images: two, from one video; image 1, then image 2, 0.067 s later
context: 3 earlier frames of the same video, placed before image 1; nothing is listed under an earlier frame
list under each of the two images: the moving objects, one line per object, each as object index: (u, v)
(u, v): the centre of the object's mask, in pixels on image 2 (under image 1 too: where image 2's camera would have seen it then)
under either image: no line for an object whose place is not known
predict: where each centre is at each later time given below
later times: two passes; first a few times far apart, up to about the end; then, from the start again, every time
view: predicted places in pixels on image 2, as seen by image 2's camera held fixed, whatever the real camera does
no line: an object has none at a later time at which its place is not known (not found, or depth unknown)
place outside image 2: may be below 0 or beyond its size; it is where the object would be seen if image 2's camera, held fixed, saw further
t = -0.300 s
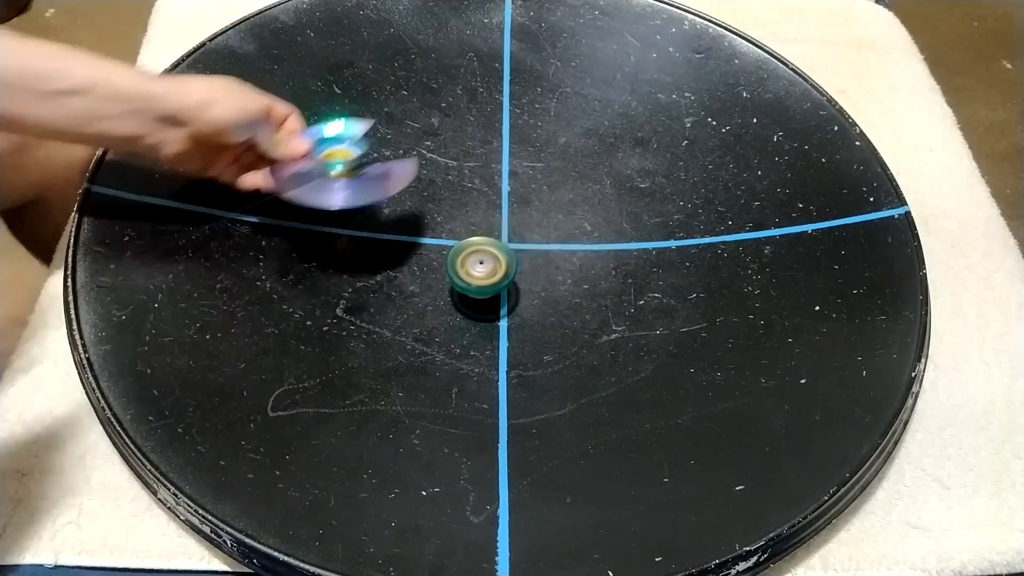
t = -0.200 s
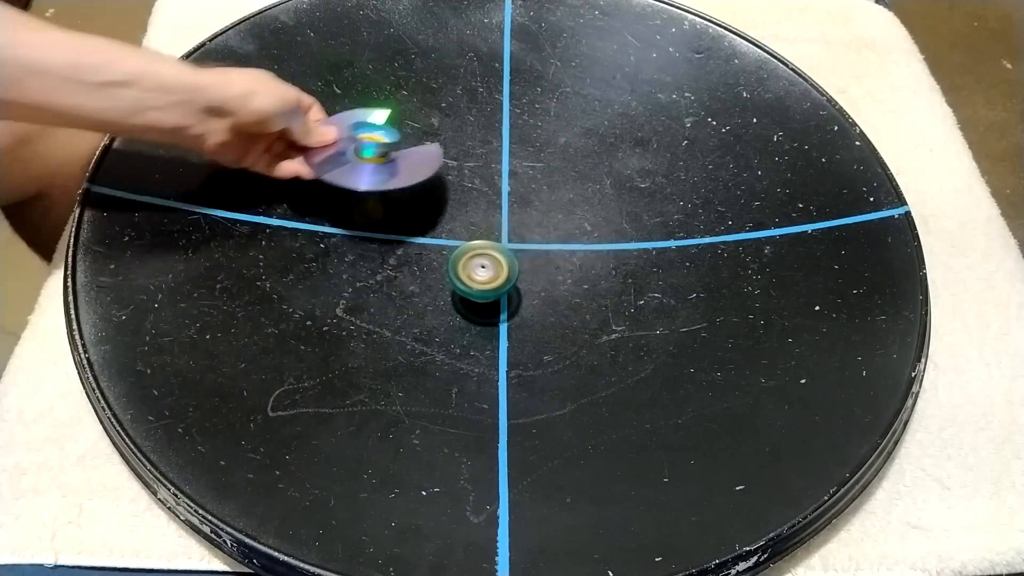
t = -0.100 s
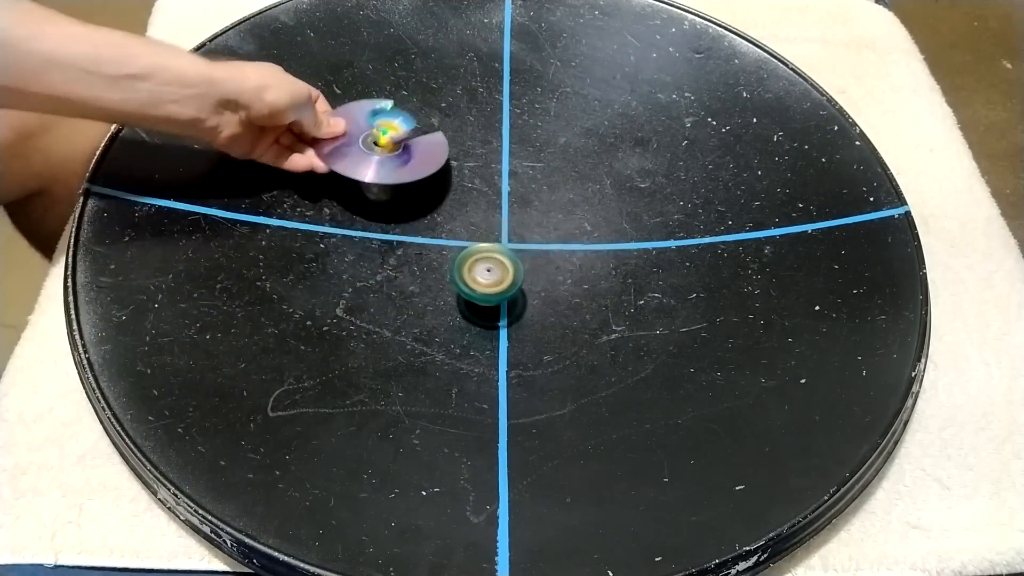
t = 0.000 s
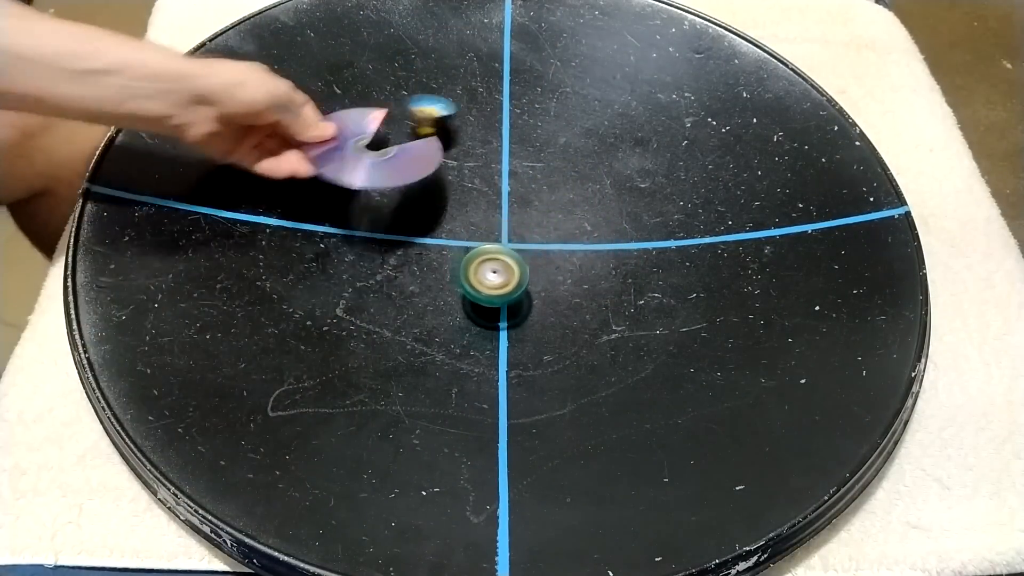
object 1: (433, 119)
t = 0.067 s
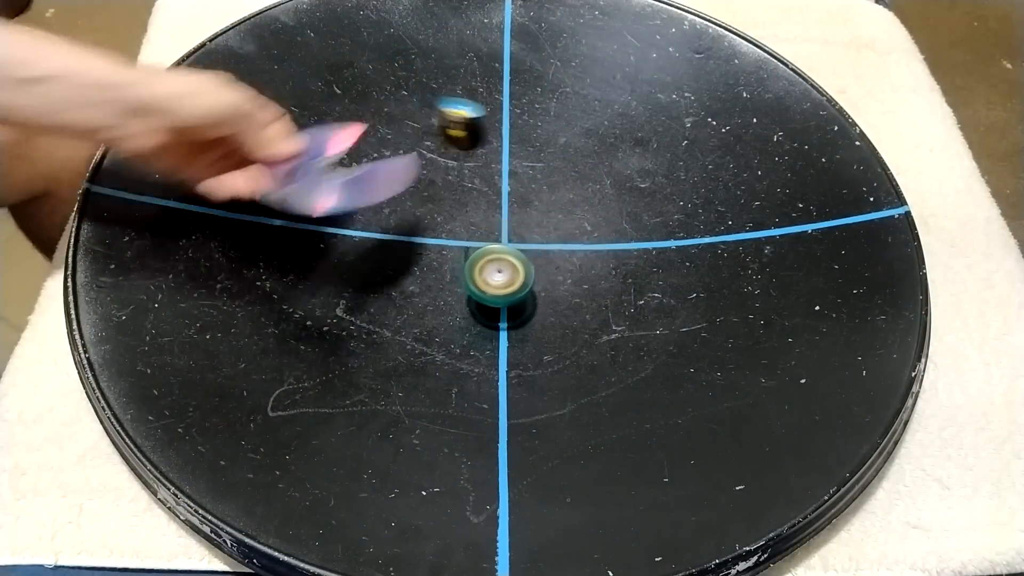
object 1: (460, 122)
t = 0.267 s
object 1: (556, 158)
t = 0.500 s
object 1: (649, 200)
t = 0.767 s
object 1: (715, 221)
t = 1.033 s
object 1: (755, 230)
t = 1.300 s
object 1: (770, 226)
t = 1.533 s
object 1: (763, 210)
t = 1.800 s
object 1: (749, 177)
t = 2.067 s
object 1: (729, 138)
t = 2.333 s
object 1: (693, 127)
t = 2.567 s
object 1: (648, 123)
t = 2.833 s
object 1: (564, 119)
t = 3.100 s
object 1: (485, 117)
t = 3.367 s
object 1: (420, 130)
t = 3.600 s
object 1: (380, 153)
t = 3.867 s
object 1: (365, 183)
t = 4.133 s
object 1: (359, 236)
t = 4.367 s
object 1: (369, 288)
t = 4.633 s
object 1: (396, 344)
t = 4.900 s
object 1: (442, 390)
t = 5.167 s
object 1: (505, 408)
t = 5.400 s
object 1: (569, 419)
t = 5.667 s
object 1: (630, 401)
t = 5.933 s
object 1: (664, 368)
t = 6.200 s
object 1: (697, 301)
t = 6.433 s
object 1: (711, 237)
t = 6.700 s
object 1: (713, 179)
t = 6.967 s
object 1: (699, 133)
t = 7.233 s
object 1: (676, 113)
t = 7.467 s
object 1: (646, 117)
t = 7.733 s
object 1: (601, 133)
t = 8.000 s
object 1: (549, 158)
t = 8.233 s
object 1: (498, 187)
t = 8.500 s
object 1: (452, 225)
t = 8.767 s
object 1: (417, 273)
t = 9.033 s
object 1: (399, 317)
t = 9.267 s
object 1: (401, 361)
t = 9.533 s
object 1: (423, 411)
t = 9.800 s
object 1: (454, 439)
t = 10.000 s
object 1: (477, 417)
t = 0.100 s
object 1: (476, 125)
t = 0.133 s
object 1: (492, 129)
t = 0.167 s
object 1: (508, 135)
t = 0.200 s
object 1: (526, 143)
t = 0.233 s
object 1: (539, 149)
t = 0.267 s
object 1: (556, 158)
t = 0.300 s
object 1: (570, 165)
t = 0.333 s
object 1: (584, 172)
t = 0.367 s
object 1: (598, 178)
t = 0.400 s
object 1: (612, 185)
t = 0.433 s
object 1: (625, 190)
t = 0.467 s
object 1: (637, 196)
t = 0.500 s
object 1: (649, 200)
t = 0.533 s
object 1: (658, 204)
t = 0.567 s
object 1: (668, 208)
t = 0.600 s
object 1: (676, 211)
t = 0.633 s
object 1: (683, 213)
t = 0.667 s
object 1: (691, 214)
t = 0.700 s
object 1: (699, 216)
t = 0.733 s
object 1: (707, 218)
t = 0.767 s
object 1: (715, 221)
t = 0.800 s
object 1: (723, 223)
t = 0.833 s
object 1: (729, 224)
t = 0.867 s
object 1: (734, 226)
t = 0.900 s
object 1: (739, 227)
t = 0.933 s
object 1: (744, 231)
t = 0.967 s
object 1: (748, 229)
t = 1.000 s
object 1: (752, 232)
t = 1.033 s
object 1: (755, 230)
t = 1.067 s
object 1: (759, 232)
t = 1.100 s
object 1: (762, 231)
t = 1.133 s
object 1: (764, 231)
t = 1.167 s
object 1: (766, 231)
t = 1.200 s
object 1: (768, 230)
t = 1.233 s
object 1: (768, 230)
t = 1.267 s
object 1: (769, 228)
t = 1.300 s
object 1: (770, 226)
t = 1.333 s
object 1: (770, 226)
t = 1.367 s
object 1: (770, 224)
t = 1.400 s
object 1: (769, 224)
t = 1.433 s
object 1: (769, 223)
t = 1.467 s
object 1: (767, 221)
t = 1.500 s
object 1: (765, 214)
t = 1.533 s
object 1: (763, 210)
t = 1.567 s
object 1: (762, 206)
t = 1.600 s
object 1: (760, 203)
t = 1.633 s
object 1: (759, 201)
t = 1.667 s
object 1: (757, 198)
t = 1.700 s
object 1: (755, 192)
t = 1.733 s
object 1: (753, 188)
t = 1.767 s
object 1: (751, 182)
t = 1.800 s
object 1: (749, 177)
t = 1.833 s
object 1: (747, 172)
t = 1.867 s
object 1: (745, 166)
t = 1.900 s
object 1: (743, 160)
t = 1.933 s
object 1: (740, 154)
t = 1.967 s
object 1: (737, 149)
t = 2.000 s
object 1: (735, 144)
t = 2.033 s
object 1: (732, 141)
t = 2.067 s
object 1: (729, 138)
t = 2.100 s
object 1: (727, 136)
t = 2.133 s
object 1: (723, 134)
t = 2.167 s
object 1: (718, 132)
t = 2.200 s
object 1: (713, 130)
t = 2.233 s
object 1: (708, 129)
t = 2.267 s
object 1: (703, 128)
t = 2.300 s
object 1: (697, 127)
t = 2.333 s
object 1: (693, 127)
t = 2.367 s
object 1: (688, 127)
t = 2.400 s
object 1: (683, 126)
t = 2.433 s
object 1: (678, 125)
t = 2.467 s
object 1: (672, 125)
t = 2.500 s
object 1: (665, 124)
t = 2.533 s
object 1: (657, 124)
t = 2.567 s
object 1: (648, 123)
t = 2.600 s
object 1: (639, 123)
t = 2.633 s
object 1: (628, 123)
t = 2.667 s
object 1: (617, 122)
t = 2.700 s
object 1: (607, 121)
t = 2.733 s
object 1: (595, 120)
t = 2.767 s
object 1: (585, 120)
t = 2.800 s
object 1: (575, 120)
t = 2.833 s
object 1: (564, 119)
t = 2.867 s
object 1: (554, 118)
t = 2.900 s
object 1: (544, 118)
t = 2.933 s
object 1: (535, 118)
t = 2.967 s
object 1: (526, 117)
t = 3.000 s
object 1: (515, 117)
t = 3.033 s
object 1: (505, 117)
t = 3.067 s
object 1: (495, 117)
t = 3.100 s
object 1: (485, 117)
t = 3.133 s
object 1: (477, 118)
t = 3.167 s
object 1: (468, 119)
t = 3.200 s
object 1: (459, 120)
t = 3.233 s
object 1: (450, 122)
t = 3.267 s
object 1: (442, 123)
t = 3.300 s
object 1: (435, 125)
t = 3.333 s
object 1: (427, 127)
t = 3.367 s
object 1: (420, 130)
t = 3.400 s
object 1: (413, 133)
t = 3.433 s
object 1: (406, 136)
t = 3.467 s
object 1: (399, 140)
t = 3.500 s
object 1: (392, 144)
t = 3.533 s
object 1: (386, 147)
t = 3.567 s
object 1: (383, 151)
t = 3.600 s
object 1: (380, 153)
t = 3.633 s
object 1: (377, 156)
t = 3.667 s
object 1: (376, 159)
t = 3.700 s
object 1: (374, 162)
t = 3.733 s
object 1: (372, 166)
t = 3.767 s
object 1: (371, 169)
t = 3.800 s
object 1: (370, 173)
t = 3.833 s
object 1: (368, 177)
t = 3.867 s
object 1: (365, 183)
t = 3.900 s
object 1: (363, 191)
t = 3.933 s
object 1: (361, 198)
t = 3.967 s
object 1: (360, 202)
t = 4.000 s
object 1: (360, 210)
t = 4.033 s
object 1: (360, 215)
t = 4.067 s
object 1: (359, 221)
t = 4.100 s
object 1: (359, 228)
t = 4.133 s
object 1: (359, 236)
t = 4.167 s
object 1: (360, 244)
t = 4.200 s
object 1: (361, 250)
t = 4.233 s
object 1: (363, 257)
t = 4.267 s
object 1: (364, 265)
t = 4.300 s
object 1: (366, 272)
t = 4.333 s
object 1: (368, 280)
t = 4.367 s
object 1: (369, 288)
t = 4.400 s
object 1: (372, 295)
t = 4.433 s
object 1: (375, 302)
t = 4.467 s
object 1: (377, 309)
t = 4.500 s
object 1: (380, 315)
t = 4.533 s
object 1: (383, 322)
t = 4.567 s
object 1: (387, 328)
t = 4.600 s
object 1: (391, 336)
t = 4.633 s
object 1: (396, 344)
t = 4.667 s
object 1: (401, 351)
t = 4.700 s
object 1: (406, 357)
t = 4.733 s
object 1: (411, 364)
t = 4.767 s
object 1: (416, 369)
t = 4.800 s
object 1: (421, 374)
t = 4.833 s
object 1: (428, 379)
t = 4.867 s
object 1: (435, 386)
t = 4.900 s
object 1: (442, 390)
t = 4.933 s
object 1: (449, 394)
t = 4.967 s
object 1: (455, 396)
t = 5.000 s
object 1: (463, 400)
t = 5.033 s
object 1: (470, 404)
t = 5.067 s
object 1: (478, 408)
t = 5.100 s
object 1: (486, 413)
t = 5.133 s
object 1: (496, 406)
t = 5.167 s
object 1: (505, 408)
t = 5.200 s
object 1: (515, 411)
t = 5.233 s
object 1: (525, 414)
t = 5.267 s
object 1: (534, 417)
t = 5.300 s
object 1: (541, 418)
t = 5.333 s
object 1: (550, 418)
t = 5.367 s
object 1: (560, 419)
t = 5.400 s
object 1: (569, 419)
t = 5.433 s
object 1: (578, 421)
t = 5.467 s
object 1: (586, 418)
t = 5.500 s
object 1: (595, 417)
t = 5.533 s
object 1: (602, 414)
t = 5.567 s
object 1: (609, 412)
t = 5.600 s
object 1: (616, 408)
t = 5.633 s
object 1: (623, 404)
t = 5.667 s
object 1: (630, 401)
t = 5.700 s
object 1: (636, 394)
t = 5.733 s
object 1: (643, 388)
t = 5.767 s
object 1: (648, 382)
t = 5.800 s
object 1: (651, 376)
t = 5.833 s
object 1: (653, 373)
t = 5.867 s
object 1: (656, 366)
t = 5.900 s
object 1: (659, 364)
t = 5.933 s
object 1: (664, 368)
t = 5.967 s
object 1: (669, 361)
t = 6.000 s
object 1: (674, 353)
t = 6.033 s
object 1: (678, 345)
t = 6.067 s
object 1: (683, 324)
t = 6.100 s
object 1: (687, 317)
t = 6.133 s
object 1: (691, 317)
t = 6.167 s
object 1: (694, 309)
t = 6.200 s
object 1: (697, 301)
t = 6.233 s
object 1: (700, 293)
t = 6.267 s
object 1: (703, 282)
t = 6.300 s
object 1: (705, 271)
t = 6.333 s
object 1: (706, 261)
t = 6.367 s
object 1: (708, 256)
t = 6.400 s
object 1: (710, 244)
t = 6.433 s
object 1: (711, 237)
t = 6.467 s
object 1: (712, 229)
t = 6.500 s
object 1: (713, 221)
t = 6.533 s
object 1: (713, 211)
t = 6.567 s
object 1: (714, 205)
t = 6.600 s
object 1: (714, 199)
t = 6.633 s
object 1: (714, 192)
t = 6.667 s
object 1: (713, 185)
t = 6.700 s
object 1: (713, 179)
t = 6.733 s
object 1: (712, 172)
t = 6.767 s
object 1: (710, 166)
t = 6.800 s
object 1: (709, 159)
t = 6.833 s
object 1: (708, 153)
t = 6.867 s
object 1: (707, 147)
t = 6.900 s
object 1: (705, 142)
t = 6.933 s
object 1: (702, 137)
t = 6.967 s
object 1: (699, 133)
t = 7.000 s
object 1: (697, 128)
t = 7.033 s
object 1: (694, 124)
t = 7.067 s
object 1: (690, 120)
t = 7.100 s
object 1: (687, 117)
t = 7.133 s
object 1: (684, 115)
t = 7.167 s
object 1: (682, 114)
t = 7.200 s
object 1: (679, 113)
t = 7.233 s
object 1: (676, 113)
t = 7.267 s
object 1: (672, 113)
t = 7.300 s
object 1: (668, 113)
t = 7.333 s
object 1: (665, 113)
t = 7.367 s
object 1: (661, 114)
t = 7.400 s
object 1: (655, 114)
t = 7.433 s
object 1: (651, 115)
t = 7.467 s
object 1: (646, 117)
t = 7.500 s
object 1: (640, 118)
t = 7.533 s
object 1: (635, 120)
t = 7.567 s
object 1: (629, 122)
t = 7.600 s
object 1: (624, 124)
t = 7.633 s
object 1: (619, 126)
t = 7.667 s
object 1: (613, 128)
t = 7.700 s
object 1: (607, 130)
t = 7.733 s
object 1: (601, 133)
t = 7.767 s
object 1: (596, 135)
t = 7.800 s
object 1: (590, 138)
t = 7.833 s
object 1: (585, 141)
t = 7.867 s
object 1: (578, 144)
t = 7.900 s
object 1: (570, 147)
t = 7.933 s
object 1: (563, 150)
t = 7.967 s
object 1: (556, 154)
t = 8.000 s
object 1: (549, 158)
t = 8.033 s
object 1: (541, 162)
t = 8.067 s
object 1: (535, 166)
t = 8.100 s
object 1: (527, 171)
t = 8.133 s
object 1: (518, 175)
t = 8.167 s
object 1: (511, 180)
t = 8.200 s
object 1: (505, 184)
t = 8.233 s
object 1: (498, 187)
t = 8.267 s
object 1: (492, 191)
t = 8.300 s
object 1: (485, 195)
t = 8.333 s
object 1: (480, 199)
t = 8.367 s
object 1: (473, 204)
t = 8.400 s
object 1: (468, 209)
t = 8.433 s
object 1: (462, 213)
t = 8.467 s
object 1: (457, 220)
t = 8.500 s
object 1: (452, 225)
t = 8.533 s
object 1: (447, 230)
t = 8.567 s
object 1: (443, 236)
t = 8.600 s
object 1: (439, 240)
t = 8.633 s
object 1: (434, 246)
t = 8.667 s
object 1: (430, 253)
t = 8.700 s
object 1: (426, 258)
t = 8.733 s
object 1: (420, 266)
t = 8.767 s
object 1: (417, 273)
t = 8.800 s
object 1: (413, 278)
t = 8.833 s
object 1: (410, 285)
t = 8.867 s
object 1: (407, 289)
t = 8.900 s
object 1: (405, 295)
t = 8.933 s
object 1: (403, 300)
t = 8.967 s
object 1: (402, 305)
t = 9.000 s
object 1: (400, 311)
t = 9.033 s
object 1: (399, 317)
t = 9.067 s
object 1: (399, 322)
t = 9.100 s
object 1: (398, 328)
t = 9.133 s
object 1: (398, 336)
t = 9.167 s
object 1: (398, 343)
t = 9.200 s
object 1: (399, 349)
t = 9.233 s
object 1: (400, 355)
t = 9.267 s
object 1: (401, 361)
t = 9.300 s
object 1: (403, 367)
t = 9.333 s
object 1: (404, 373)
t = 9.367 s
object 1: (407, 379)
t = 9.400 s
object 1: (410, 386)
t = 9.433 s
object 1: (412, 391)
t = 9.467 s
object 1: (416, 398)
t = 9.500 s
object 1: (419, 404)
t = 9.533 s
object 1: (423, 411)
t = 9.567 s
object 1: (426, 417)
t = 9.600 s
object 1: (430, 421)
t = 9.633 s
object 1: (434, 426)
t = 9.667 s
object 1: (438, 431)
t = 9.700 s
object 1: (442, 435)
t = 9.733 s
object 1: (447, 439)
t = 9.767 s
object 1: (451, 440)
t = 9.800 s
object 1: (454, 439)
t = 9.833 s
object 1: (458, 436)
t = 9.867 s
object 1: (461, 433)
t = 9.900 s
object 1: (464, 428)
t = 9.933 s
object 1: (468, 424)
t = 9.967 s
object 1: (472, 421)
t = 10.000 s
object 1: (477, 417)
